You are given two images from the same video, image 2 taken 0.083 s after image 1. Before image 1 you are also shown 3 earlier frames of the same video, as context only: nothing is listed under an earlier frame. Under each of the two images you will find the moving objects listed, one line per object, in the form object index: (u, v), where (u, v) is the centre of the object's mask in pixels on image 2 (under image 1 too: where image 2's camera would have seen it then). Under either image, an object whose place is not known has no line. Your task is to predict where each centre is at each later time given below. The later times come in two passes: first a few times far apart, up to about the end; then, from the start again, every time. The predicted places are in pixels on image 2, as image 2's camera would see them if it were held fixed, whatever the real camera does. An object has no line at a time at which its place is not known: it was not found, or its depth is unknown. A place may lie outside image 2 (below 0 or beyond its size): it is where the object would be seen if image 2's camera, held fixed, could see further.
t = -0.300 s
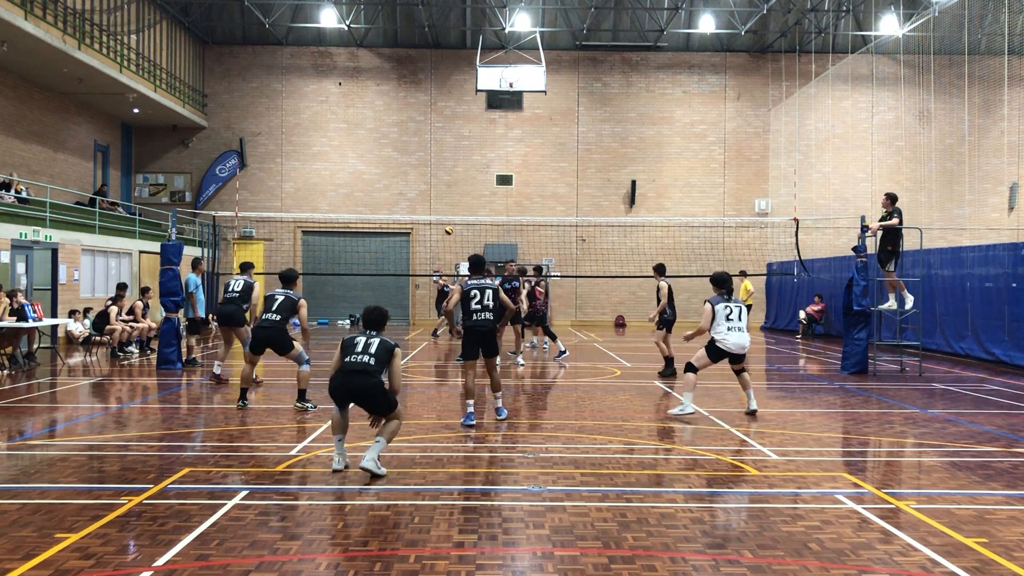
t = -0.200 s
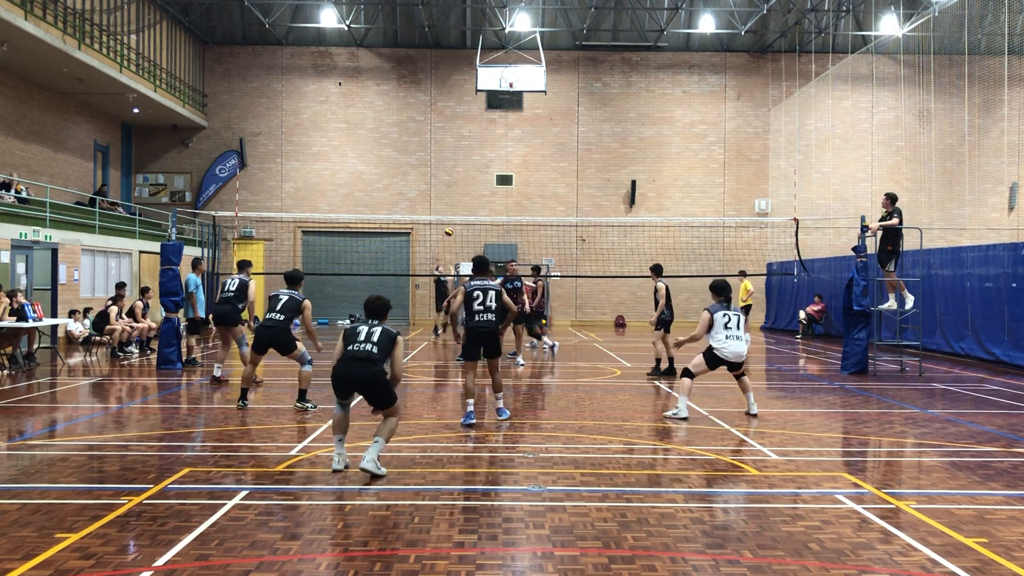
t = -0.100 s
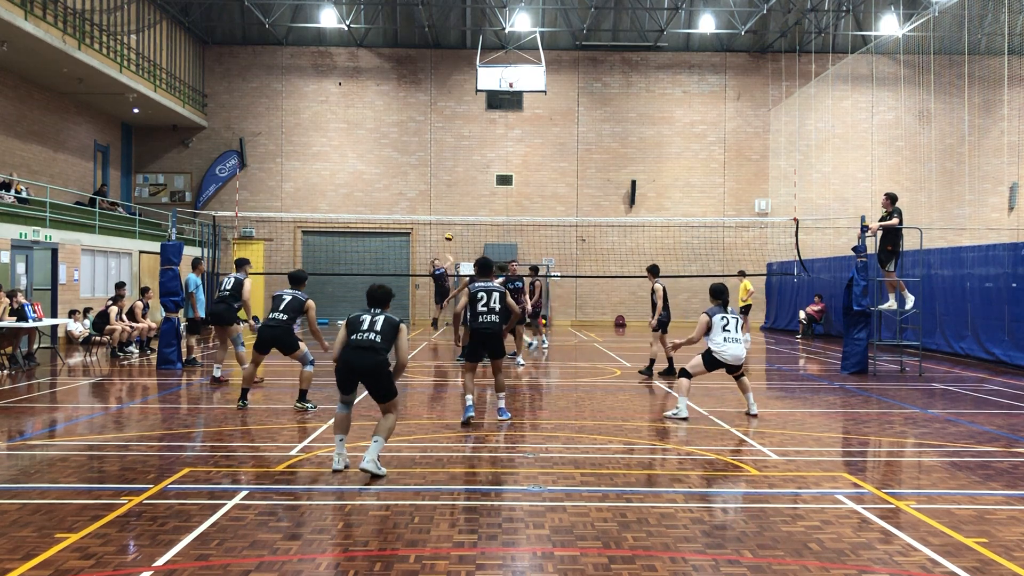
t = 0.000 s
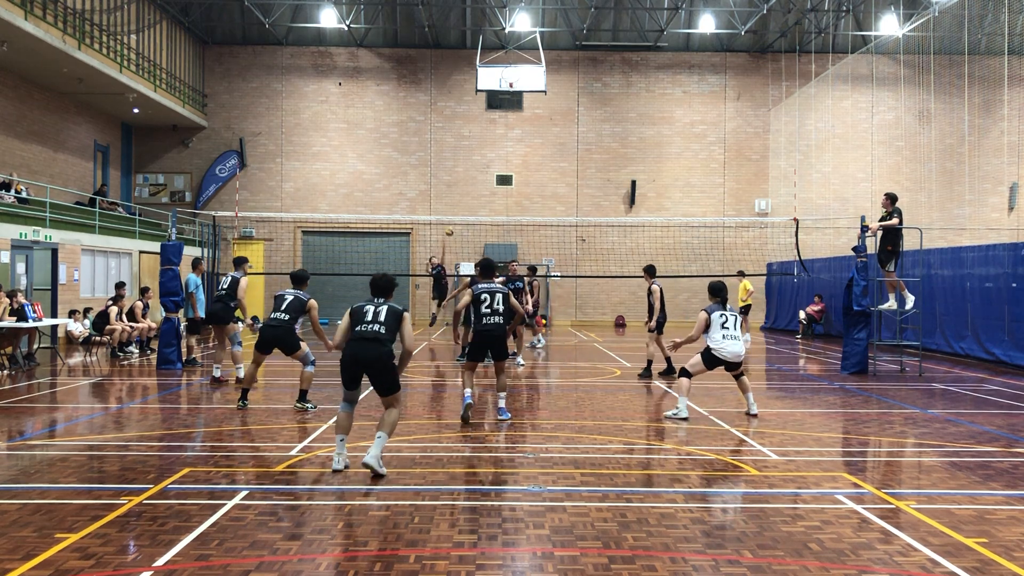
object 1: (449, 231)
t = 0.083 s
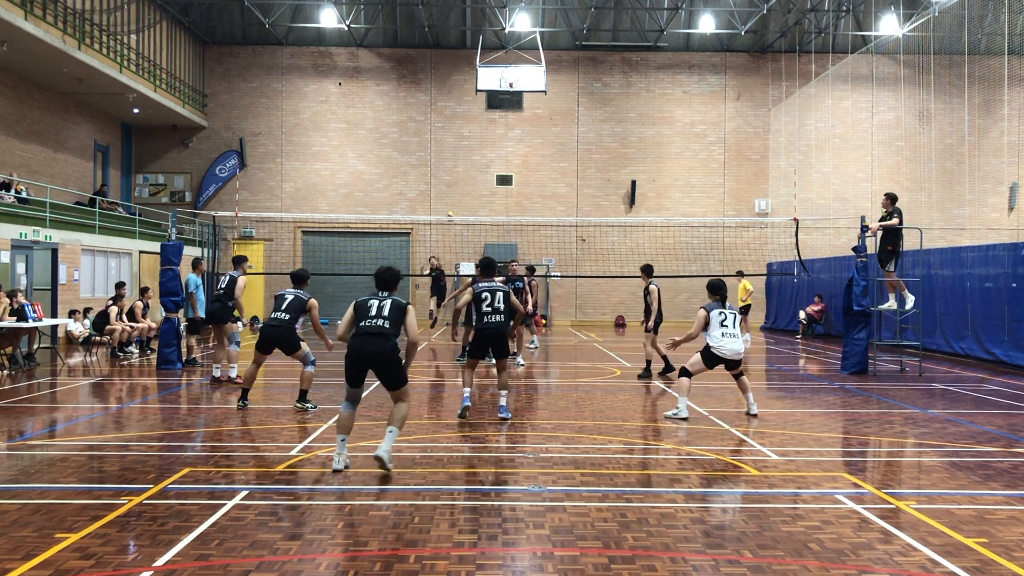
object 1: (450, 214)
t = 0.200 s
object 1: (453, 198)
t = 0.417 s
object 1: (455, 174)
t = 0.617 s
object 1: (451, 170)
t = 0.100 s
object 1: (451, 213)
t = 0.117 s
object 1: (451, 211)
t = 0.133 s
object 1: (452, 208)
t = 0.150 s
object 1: (452, 205)
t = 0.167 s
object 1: (453, 203)
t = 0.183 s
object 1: (453, 200)
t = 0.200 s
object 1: (453, 198)
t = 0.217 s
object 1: (453, 196)
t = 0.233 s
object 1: (453, 193)
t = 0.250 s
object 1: (454, 191)
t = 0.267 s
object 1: (454, 189)
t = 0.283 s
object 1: (454, 187)
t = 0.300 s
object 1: (454, 185)
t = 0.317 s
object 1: (454, 183)
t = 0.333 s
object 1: (454, 182)
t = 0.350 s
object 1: (455, 180)
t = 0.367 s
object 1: (454, 178)
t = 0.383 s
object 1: (455, 177)
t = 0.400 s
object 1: (455, 176)
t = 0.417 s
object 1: (455, 174)
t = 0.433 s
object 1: (455, 174)
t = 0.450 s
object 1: (455, 173)
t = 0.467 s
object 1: (454, 172)
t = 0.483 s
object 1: (454, 171)
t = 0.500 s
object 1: (454, 170)
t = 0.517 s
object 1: (454, 170)
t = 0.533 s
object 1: (453, 170)
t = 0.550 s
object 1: (453, 170)
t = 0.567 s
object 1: (452, 169)
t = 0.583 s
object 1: (452, 169)
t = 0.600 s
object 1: (451, 170)
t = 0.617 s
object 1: (451, 170)
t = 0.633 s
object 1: (450, 171)
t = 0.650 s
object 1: (450, 171)
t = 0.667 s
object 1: (449, 172)
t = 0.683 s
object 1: (449, 173)
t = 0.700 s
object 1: (448, 174)
